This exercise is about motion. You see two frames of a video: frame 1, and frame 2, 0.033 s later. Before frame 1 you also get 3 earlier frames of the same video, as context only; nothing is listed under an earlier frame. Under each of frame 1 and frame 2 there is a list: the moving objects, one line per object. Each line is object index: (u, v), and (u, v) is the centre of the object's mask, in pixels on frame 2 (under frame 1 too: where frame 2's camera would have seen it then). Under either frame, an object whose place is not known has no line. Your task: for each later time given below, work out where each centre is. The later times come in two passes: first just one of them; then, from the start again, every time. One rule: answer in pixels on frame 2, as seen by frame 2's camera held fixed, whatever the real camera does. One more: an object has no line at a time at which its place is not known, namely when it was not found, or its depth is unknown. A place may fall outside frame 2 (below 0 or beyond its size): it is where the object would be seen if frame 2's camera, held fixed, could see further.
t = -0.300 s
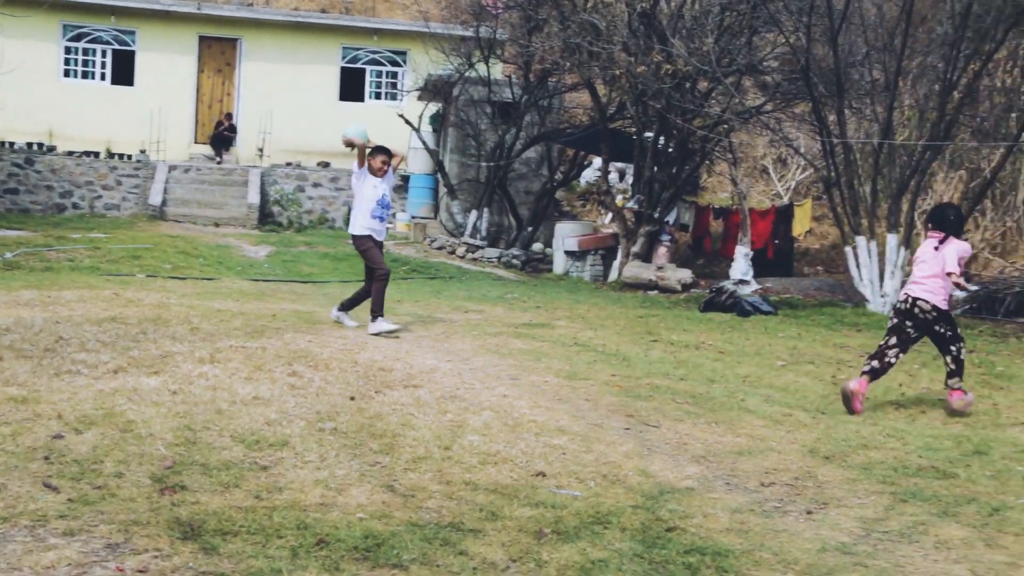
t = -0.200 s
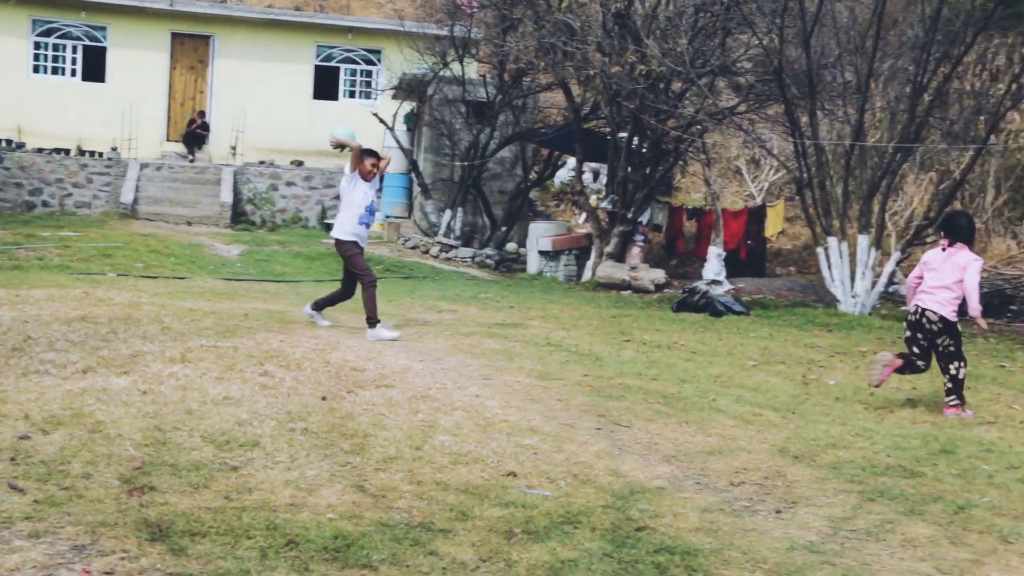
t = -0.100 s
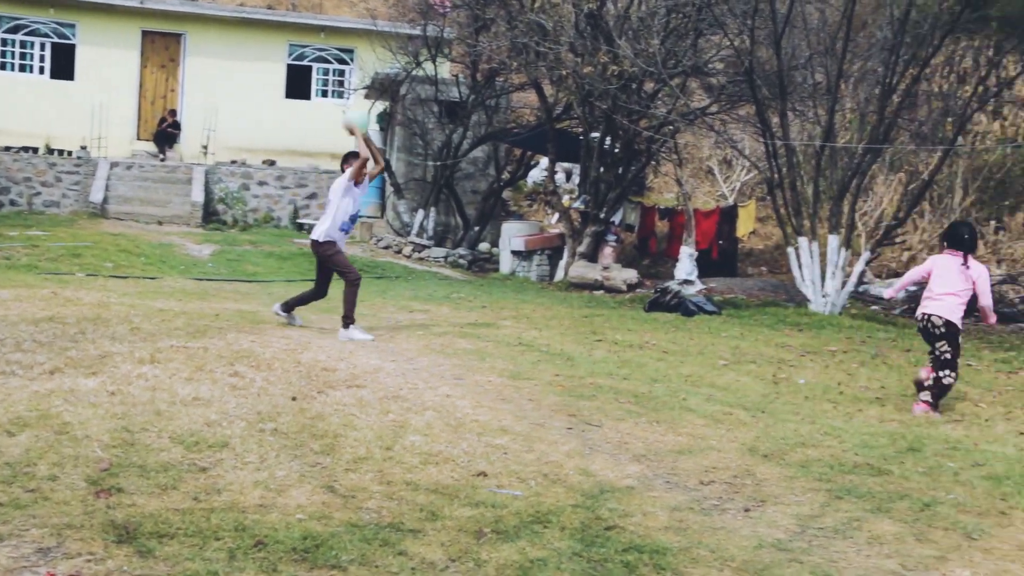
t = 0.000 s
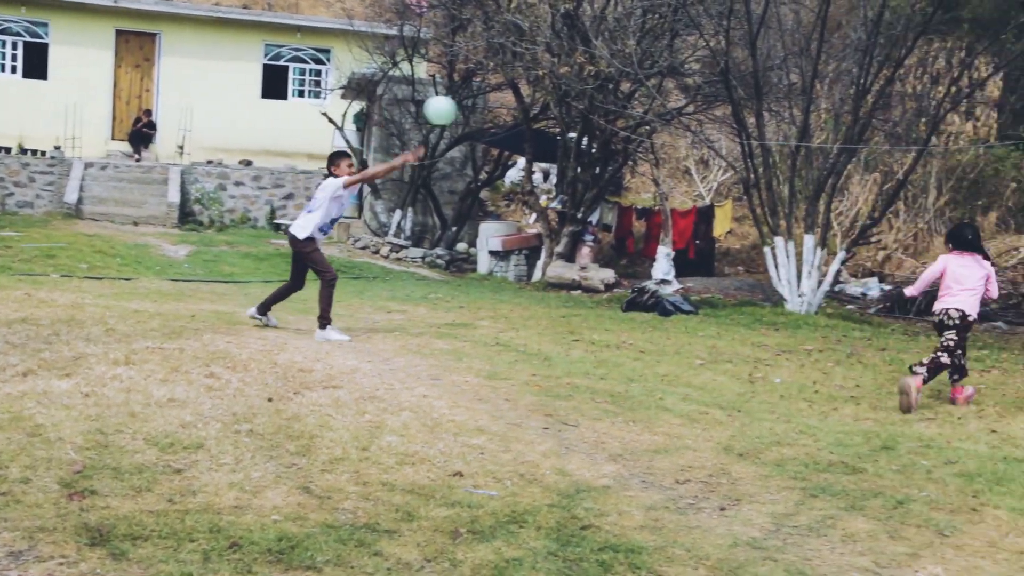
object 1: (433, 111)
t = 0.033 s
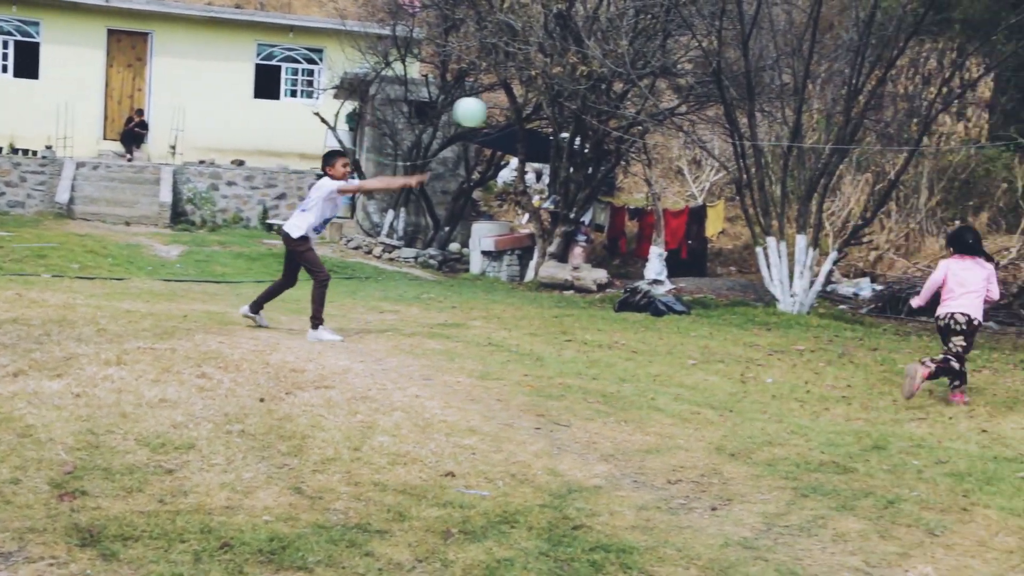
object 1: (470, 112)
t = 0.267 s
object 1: (700, 174)
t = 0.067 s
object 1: (506, 116)
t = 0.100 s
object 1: (541, 121)
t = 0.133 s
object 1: (575, 128)
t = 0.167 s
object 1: (608, 137)
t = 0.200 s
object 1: (640, 148)
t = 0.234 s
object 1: (671, 160)
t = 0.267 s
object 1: (700, 174)
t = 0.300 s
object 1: (729, 191)
